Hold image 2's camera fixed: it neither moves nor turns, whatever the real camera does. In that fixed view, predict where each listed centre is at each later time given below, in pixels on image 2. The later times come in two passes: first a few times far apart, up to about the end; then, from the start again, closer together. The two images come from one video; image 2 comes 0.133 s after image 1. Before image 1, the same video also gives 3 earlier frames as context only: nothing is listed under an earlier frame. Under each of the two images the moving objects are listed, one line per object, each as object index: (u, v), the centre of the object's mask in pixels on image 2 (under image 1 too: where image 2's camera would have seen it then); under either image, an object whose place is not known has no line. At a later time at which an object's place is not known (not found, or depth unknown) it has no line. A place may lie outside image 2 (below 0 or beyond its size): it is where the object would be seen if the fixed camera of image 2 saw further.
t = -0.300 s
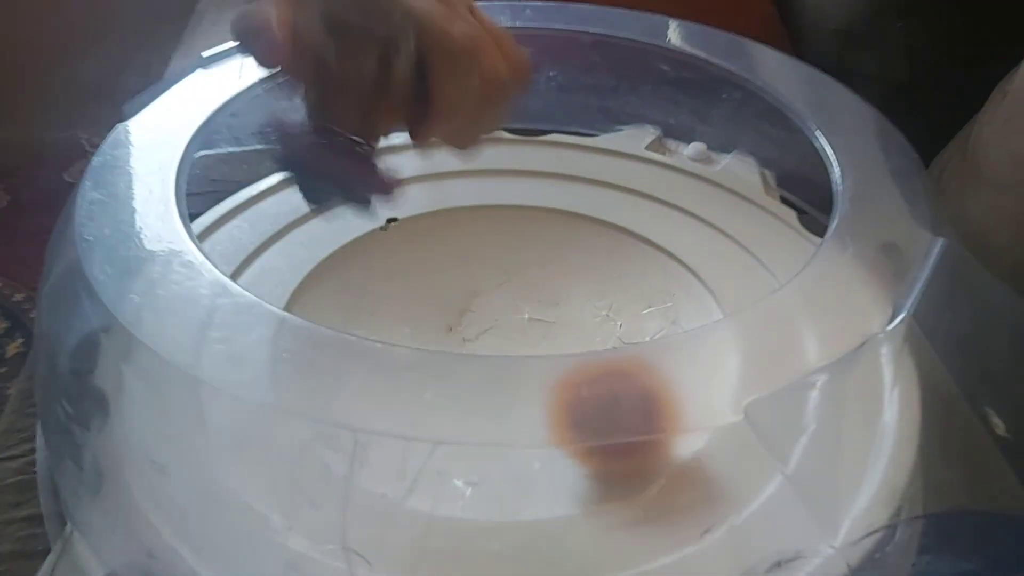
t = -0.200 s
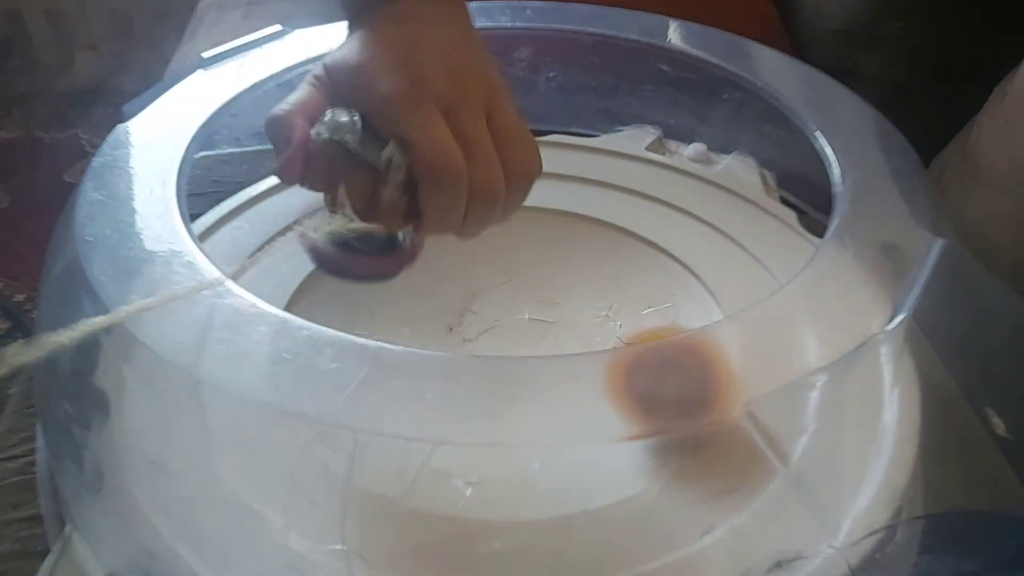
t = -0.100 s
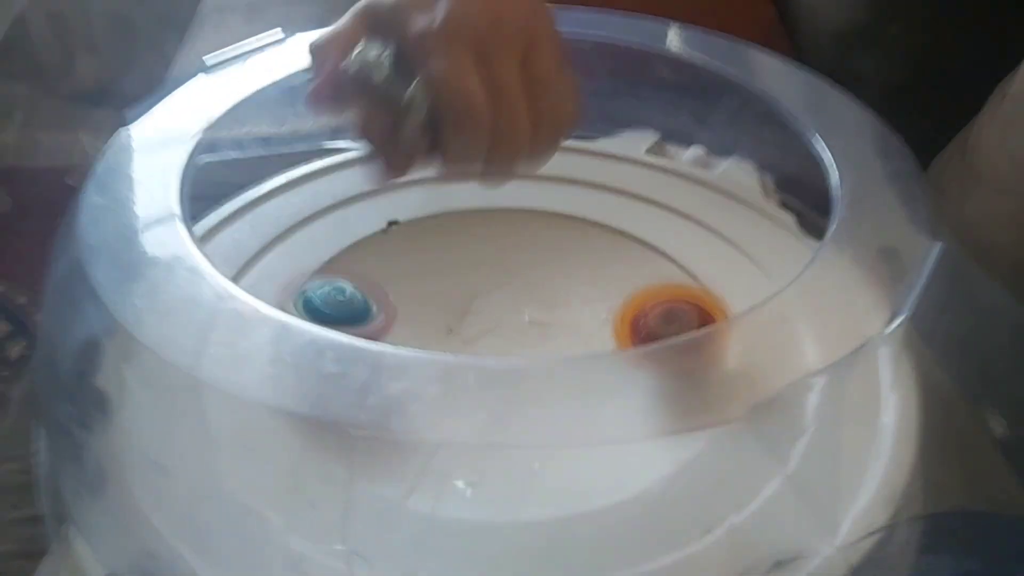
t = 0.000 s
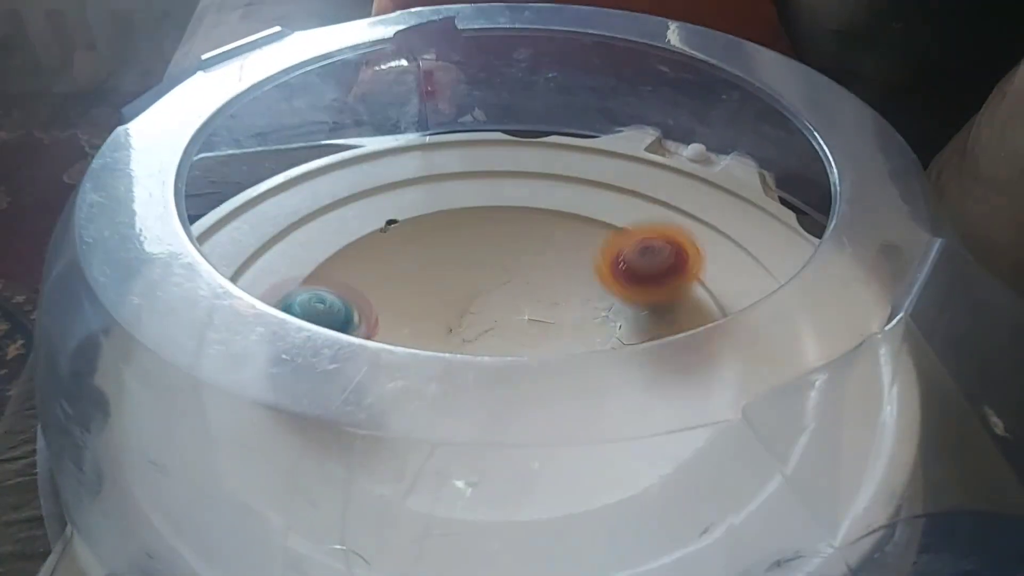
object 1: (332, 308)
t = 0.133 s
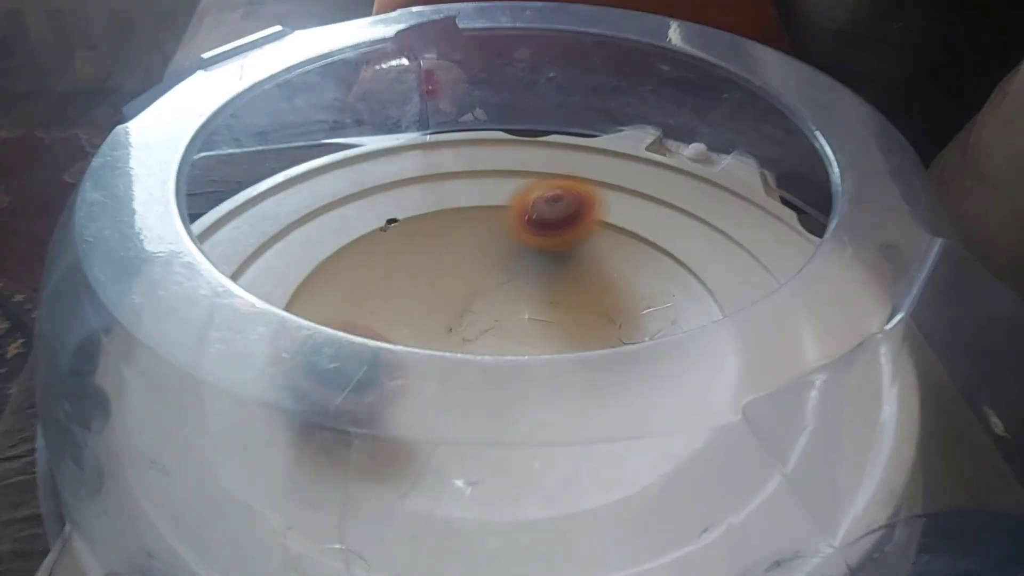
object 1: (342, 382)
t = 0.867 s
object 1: (319, 252)
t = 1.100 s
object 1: (535, 482)
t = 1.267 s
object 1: (692, 253)
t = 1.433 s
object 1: (322, 219)
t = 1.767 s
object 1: (672, 526)
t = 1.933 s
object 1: (706, 288)
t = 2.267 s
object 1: (428, 164)
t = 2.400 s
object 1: (364, 268)
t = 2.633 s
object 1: (631, 484)
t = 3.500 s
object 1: (306, 269)
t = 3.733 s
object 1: (607, 548)
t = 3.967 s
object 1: (668, 319)
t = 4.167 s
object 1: (416, 217)
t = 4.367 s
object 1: (221, 460)
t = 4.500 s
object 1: (371, 553)
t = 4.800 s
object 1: (488, 545)
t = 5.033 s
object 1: (407, 531)
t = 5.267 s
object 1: (360, 481)
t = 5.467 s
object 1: (289, 440)
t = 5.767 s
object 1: (270, 299)
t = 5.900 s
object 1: (255, 283)
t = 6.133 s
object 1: (248, 256)
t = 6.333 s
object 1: (266, 231)
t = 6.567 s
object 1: (313, 197)
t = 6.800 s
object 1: (364, 176)
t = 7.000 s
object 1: (416, 162)
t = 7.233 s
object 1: (479, 156)
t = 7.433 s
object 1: (530, 156)
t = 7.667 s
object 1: (588, 162)
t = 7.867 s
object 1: (632, 173)
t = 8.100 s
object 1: (675, 187)
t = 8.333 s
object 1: (689, 201)
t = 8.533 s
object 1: (682, 209)
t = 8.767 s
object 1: (598, 240)
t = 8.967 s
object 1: (448, 290)
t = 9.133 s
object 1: (394, 335)
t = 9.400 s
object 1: (485, 455)
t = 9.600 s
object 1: (612, 410)
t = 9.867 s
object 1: (581, 306)
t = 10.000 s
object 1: (504, 279)
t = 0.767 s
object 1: (412, 199)
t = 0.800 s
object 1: (378, 212)
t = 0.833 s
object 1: (347, 230)
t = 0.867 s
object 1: (319, 252)
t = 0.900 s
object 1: (299, 281)
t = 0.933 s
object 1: (304, 303)
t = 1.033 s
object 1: (357, 453)
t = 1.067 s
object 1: (442, 478)
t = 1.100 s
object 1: (535, 482)
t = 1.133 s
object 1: (622, 454)
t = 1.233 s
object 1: (712, 297)
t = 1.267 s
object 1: (692, 253)
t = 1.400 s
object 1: (368, 205)
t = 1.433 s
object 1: (322, 219)
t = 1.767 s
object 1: (672, 526)
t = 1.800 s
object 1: (700, 487)
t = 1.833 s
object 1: (710, 438)
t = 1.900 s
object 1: (691, 314)
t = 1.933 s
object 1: (706, 288)
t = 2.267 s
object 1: (428, 164)
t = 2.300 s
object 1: (413, 184)
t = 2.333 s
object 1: (398, 204)
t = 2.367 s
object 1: (379, 238)
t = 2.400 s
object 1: (364, 268)
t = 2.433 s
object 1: (354, 302)
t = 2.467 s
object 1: (371, 327)
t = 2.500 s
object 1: (371, 424)
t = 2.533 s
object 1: (412, 447)
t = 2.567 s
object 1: (474, 492)
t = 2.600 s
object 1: (553, 490)
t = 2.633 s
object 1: (631, 484)
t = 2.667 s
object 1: (702, 472)
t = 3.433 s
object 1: (417, 195)
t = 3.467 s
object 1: (357, 223)
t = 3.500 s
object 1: (306, 269)
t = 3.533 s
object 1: (289, 298)
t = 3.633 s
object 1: (401, 498)
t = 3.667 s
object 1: (463, 534)
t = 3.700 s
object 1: (540, 539)
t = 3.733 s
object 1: (607, 548)
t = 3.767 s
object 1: (655, 542)
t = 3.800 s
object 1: (659, 520)
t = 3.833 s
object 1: (654, 494)
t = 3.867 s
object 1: (641, 448)
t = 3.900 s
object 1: (646, 426)
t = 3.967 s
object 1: (668, 319)
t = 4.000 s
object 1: (688, 288)
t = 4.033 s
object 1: (657, 250)
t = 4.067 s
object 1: (610, 221)
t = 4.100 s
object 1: (549, 207)
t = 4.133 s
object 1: (481, 204)
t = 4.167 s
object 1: (416, 217)
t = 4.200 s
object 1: (351, 248)
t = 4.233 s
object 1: (291, 278)
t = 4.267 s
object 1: (282, 294)
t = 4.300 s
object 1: (220, 401)
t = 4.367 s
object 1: (221, 460)
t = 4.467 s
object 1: (328, 552)
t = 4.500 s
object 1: (371, 553)
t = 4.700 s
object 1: (506, 549)
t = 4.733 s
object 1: (507, 548)
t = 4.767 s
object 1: (497, 547)
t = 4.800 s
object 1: (488, 545)
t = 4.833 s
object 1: (475, 543)
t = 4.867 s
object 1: (464, 542)
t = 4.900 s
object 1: (451, 540)
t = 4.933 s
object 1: (437, 537)
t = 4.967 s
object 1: (426, 535)
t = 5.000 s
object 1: (415, 533)
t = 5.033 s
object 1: (407, 531)
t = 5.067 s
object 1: (403, 528)
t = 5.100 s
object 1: (407, 525)
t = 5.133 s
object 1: (408, 518)
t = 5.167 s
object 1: (397, 508)
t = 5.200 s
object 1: (382, 498)
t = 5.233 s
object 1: (370, 488)
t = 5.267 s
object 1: (360, 481)
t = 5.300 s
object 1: (348, 474)
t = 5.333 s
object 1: (336, 467)
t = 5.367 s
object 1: (323, 460)
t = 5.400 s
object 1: (312, 454)
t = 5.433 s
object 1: (302, 448)
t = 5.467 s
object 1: (289, 440)
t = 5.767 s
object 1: (270, 299)
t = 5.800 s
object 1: (272, 298)
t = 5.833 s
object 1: (267, 293)
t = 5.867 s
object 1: (261, 288)
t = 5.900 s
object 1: (255, 283)
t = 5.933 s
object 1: (250, 277)
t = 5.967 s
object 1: (246, 273)
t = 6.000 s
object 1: (245, 269)
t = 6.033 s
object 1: (245, 266)
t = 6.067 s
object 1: (246, 263)
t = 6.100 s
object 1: (247, 259)
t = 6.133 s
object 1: (248, 256)
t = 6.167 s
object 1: (249, 252)
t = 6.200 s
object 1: (251, 249)
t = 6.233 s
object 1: (254, 246)
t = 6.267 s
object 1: (257, 243)
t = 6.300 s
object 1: (261, 237)
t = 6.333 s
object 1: (266, 231)
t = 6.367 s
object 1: (272, 225)
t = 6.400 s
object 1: (277, 219)
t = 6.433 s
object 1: (277, 217)
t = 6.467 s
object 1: (289, 209)
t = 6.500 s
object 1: (291, 209)
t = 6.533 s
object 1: (301, 203)
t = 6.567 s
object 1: (313, 197)
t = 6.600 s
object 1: (315, 195)
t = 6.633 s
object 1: (324, 192)
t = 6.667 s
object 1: (331, 188)
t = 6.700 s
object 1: (339, 184)
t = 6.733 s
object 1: (347, 181)
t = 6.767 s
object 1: (355, 178)
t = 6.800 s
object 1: (364, 176)
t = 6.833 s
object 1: (372, 173)
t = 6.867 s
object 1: (381, 170)
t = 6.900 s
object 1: (388, 169)
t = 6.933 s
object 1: (399, 166)
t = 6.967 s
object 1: (408, 164)
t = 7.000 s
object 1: (416, 162)
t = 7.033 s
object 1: (425, 161)
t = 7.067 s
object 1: (433, 160)
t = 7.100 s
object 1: (443, 158)
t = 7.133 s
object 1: (452, 157)
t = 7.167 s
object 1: (460, 156)
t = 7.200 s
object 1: (470, 156)
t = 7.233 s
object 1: (479, 156)
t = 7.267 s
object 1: (488, 156)
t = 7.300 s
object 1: (497, 155)
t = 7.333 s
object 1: (505, 156)
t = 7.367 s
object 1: (513, 155)
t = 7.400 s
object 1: (522, 156)
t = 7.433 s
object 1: (530, 156)
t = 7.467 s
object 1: (539, 157)
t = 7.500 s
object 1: (548, 157)
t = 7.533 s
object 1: (556, 159)
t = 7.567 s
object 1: (563, 160)
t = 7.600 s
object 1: (571, 162)
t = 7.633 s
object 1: (581, 161)
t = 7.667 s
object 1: (588, 162)
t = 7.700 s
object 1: (595, 165)
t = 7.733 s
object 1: (601, 167)
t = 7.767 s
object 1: (608, 168)
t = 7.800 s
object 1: (615, 170)
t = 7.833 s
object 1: (623, 169)
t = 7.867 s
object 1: (632, 173)
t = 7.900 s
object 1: (636, 174)
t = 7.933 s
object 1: (643, 177)
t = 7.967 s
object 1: (650, 179)
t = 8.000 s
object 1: (656, 181)
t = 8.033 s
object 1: (664, 183)
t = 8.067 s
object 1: (670, 186)
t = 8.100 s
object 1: (675, 187)
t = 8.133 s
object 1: (678, 189)
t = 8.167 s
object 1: (681, 191)
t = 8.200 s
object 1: (684, 194)
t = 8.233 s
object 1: (685, 195)
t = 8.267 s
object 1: (687, 198)
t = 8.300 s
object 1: (689, 199)
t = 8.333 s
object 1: (689, 201)
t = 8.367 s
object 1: (692, 202)
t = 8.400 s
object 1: (691, 204)
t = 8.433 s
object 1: (691, 205)
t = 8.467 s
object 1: (688, 207)
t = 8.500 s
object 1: (686, 209)
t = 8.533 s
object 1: (682, 209)
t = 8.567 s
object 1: (680, 214)
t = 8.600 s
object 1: (675, 214)
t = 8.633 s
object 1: (670, 217)
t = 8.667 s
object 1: (661, 220)
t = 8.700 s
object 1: (647, 229)
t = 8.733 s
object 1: (626, 234)
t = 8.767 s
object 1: (598, 240)
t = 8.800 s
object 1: (571, 248)
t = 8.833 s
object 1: (547, 252)
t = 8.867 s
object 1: (518, 262)
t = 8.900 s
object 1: (494, 272)
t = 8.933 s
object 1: (474, 280)
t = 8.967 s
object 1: (448, 290)
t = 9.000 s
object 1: (426, 305)
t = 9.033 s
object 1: (412, 313)
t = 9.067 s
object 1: (403, 320)
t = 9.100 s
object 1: (398, 328)
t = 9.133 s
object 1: (394, 335)
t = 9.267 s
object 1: (411, 433)
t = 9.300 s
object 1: (425, 441)
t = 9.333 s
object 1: (451, 451)
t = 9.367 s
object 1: (470, 450)
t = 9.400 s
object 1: (485, 455)
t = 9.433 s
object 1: (504, 451)
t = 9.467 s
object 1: (528, 444)
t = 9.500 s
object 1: (545, 436)
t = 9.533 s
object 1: (556, 426)
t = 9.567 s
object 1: (580, 416)
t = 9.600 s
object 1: (612, 410)
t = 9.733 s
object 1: (629, 356)
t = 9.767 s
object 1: (619, 325)
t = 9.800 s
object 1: (610, 320)
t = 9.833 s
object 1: (597, 314)
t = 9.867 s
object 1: (581, 306)
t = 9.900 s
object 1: (562, 295)
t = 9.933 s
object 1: (542, 287)
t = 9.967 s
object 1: (522, 282)
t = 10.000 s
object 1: (504, 279)
